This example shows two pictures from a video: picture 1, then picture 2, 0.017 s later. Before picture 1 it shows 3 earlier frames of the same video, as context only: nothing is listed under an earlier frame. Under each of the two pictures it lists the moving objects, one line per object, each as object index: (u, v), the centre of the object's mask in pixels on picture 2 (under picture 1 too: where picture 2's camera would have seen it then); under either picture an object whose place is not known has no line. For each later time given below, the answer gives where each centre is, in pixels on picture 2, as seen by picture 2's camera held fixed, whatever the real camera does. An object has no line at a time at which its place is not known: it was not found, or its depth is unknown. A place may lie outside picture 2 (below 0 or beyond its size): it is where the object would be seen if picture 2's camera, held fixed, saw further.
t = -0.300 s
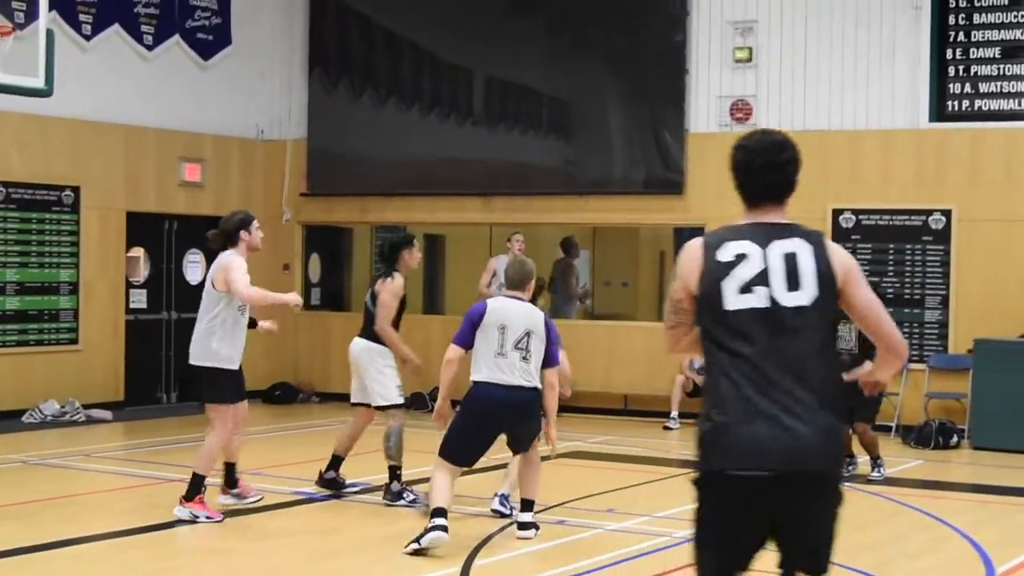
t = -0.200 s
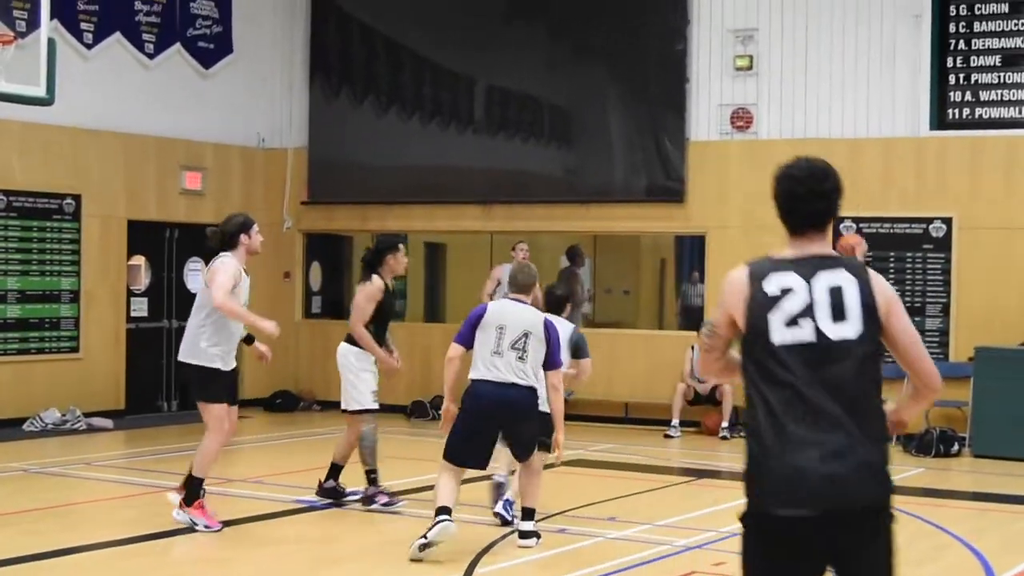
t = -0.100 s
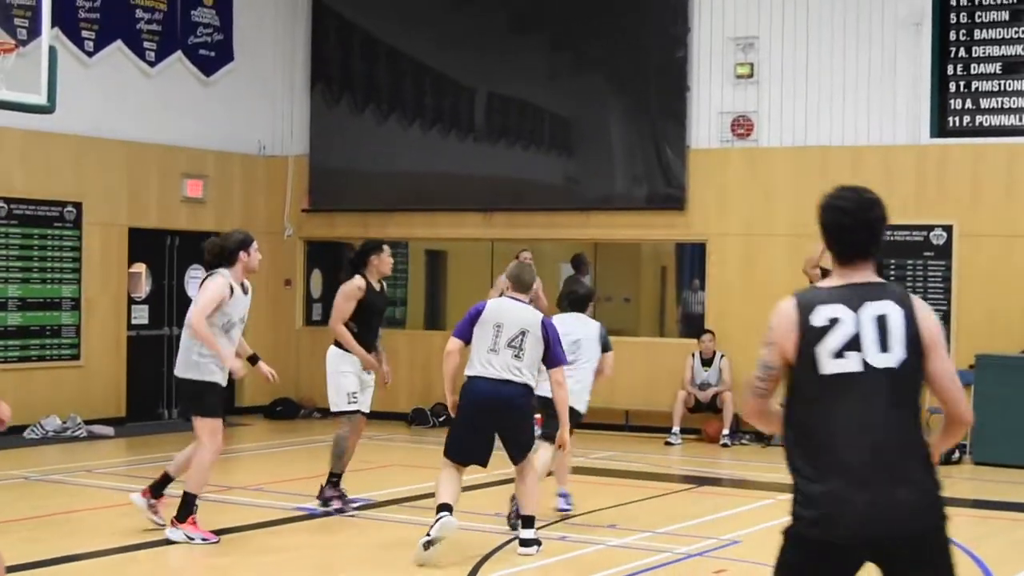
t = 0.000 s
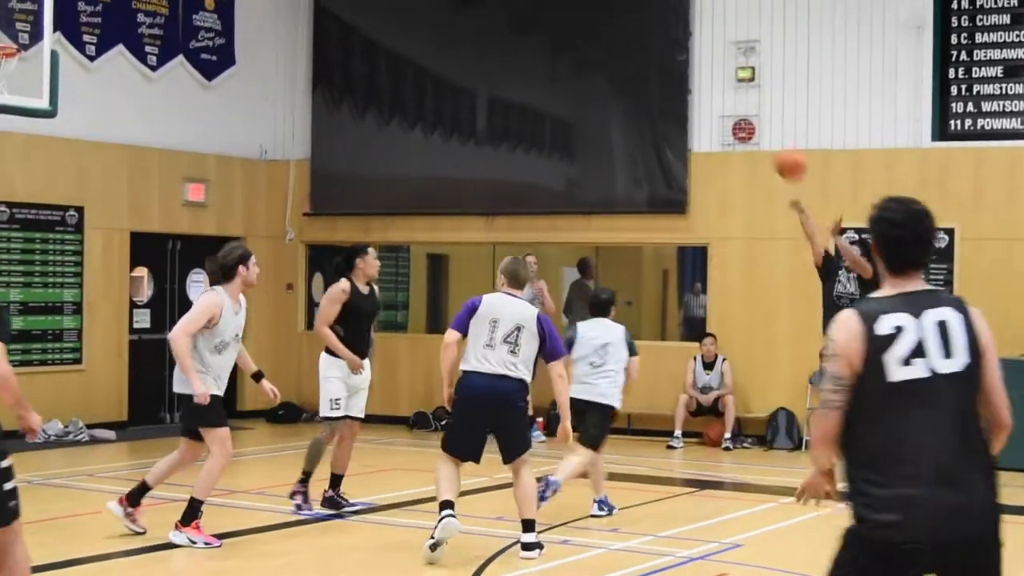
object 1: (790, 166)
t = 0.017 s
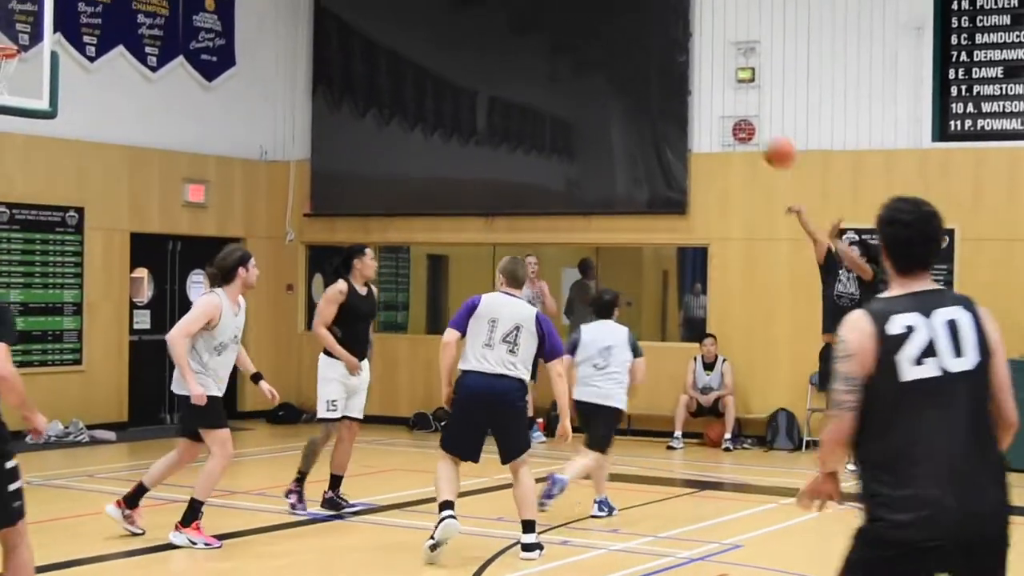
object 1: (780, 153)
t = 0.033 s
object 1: (768, 140)
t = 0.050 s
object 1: (756, 128)
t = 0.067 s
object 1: (746, 118)
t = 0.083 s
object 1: (733, 105)
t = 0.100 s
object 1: (722, 94)
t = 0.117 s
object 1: (710, 84)
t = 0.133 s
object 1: (696, 73)
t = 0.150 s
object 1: (684, 62)
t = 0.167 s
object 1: (674, 53)
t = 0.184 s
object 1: (664, 44)
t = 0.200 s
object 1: (651, 35)
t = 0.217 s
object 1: (639, 25)
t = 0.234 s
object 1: (627, 17)
